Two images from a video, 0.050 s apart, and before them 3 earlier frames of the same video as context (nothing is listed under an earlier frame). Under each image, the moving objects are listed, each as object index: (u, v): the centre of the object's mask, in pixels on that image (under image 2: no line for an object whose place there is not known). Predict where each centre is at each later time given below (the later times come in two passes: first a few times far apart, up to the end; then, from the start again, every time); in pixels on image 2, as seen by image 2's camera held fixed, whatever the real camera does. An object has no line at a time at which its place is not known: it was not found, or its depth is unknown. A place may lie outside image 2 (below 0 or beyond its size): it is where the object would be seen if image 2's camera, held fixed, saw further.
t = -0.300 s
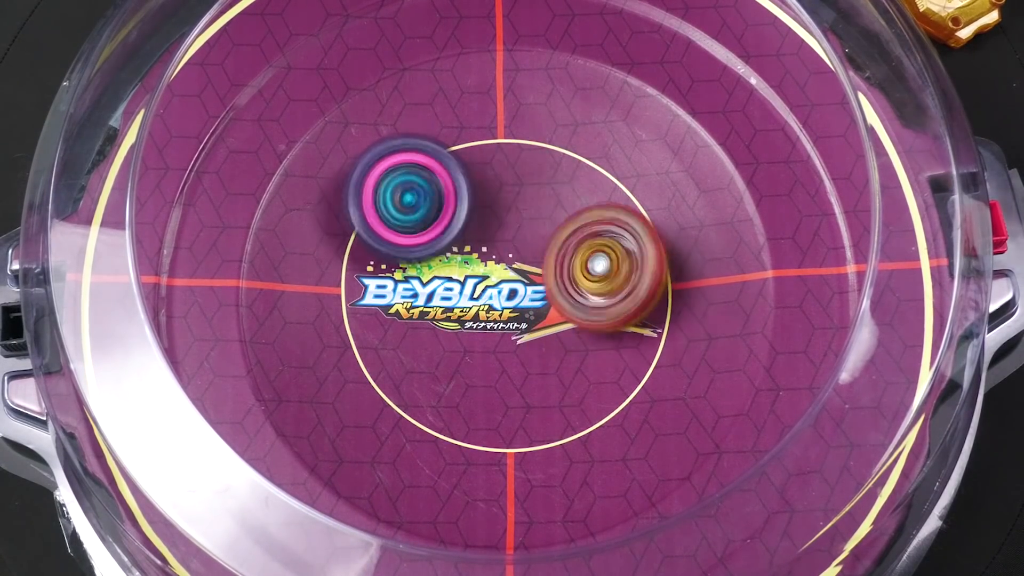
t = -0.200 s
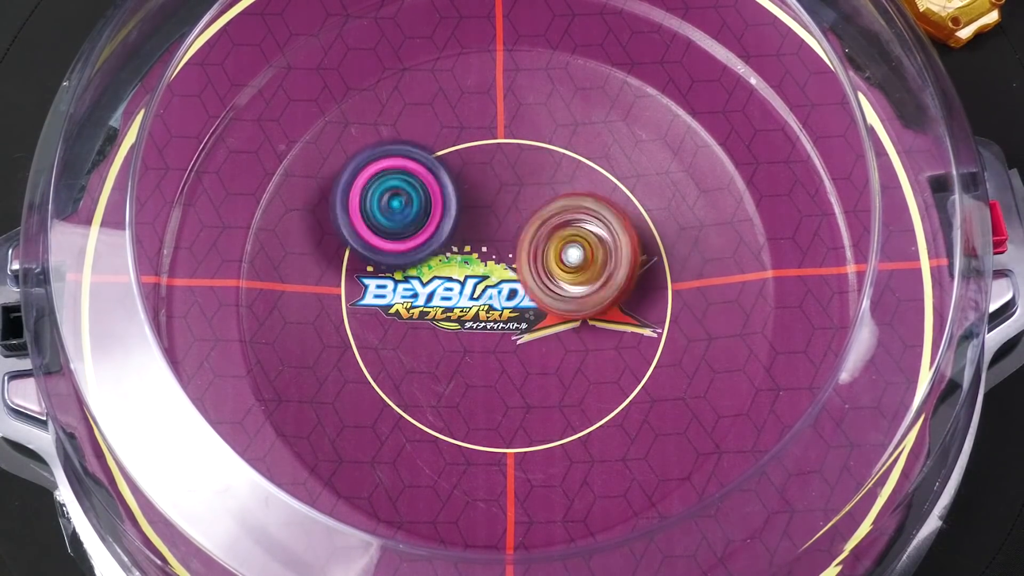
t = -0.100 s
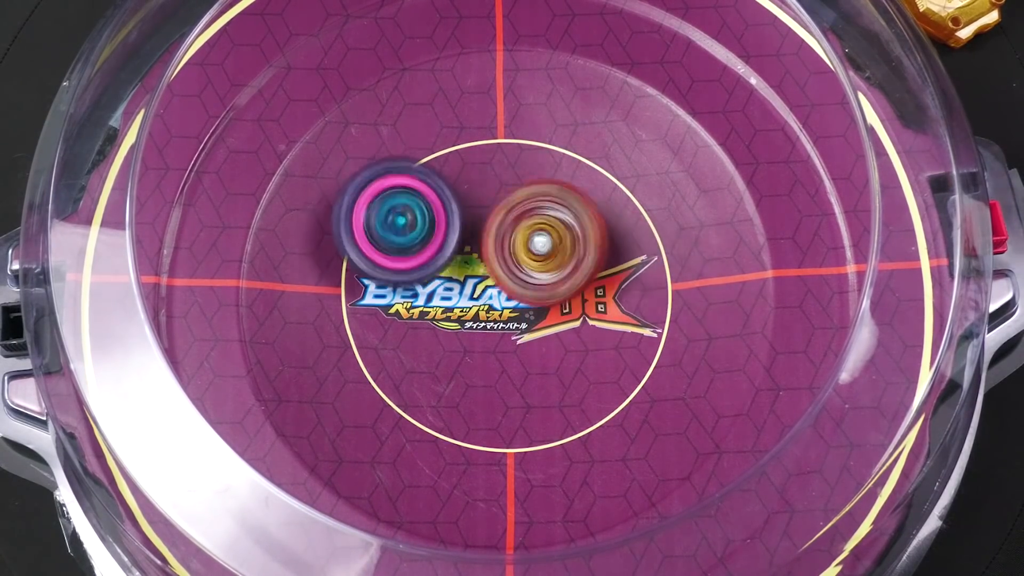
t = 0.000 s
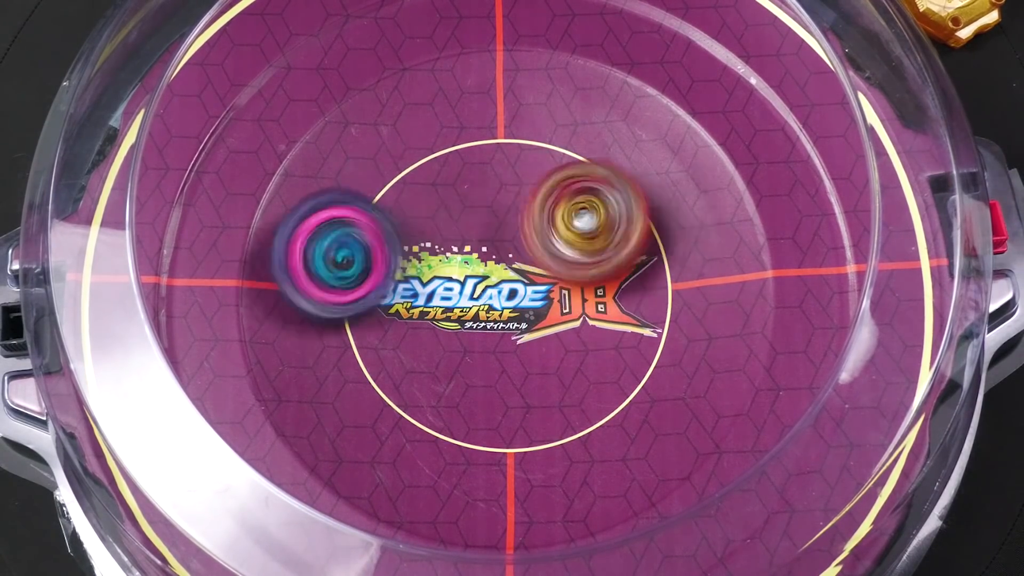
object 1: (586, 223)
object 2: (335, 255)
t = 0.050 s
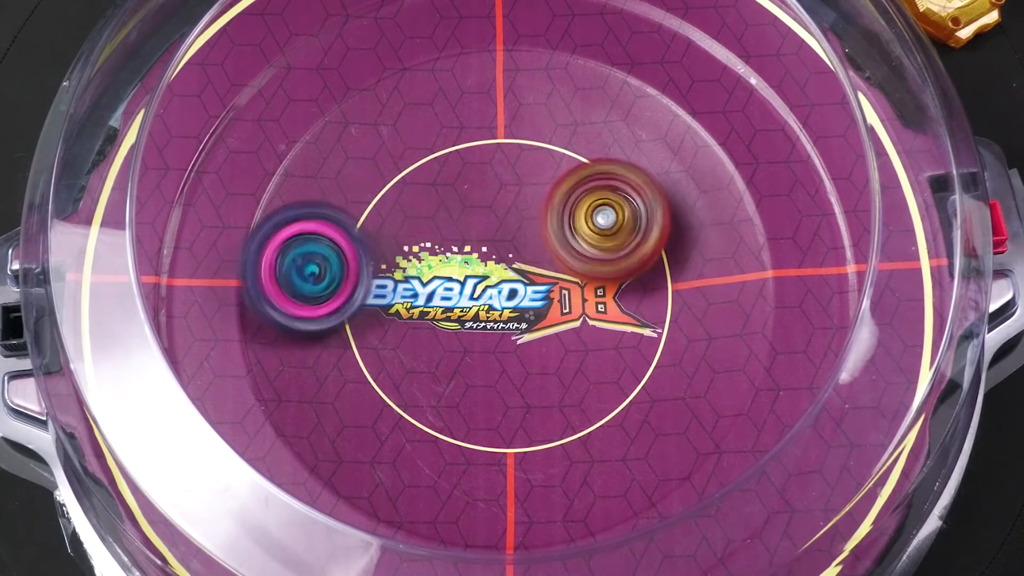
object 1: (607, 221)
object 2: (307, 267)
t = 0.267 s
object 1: (582, 261)
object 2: (284, 319)
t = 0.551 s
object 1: (534, 296)
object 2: (424, 377)
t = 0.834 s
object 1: (539, 264)
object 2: (553, 394)
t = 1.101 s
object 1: (512, 246)
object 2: (625, 327)
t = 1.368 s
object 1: (475, 274)
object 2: (612, 215)
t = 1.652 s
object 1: (491, 298)
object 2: (531, 173)
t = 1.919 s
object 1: (553, 315)
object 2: (465, 161)
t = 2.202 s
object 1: (565, 288)
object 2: (449, 218)
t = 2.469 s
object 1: (586, 295)
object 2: (363, 270)
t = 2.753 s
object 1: (538, 313)
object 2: (430, 350)
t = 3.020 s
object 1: (536, 255)
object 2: (578, 434)
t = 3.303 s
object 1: (520, 268)
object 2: (629, 352)
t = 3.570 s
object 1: (446, 265)
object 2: (602, 206)
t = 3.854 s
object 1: (463, 279)
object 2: (507, 181)
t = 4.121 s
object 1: (514, 281)
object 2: (415, 246)
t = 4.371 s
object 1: (515, 273)
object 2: (437, 334)
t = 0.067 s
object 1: (607, 222)
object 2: (299, 272)
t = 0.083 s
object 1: (608, 223)
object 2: (294, 276)
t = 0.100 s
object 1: (606, 226)
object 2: (288, 280)
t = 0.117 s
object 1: (605, 229)
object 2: (284, 284)
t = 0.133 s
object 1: (603, 231)
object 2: (281, 287)
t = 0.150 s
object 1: (601, 235)
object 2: (278, 291)
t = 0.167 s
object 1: (598, 239)
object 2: (277, 294)
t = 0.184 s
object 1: (597, 242)
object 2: (276, 299)
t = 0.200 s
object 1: (594, 246)
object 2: (276, 303)
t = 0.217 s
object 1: (592, 249)
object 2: (277, 308)
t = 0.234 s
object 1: (589, 254)
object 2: (278, 311)
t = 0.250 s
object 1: (585, 258)
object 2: (280, 315)
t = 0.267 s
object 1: (582, 261)
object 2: (284, 319)
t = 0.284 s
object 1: (579, 266)
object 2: (288, 324)
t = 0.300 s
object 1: (575, 269)
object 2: (293, 329)
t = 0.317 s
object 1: (572, 273)
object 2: (299, 334)
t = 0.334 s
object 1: (568, 276)
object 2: (304, 338)
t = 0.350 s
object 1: (564, 279)
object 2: (310, 341)
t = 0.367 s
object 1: (560, 283)
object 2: (320, 345)
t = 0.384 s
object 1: (555, 287)
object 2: (329, 348)
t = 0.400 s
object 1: (550, 290)
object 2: (339, 351)
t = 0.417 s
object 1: (546, 295)
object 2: (350, 354)
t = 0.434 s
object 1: (540, 298)
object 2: (360, 357)
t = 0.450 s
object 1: (536, 301)
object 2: (371, 358)
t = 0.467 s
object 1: (532, 305)
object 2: (382, 360)
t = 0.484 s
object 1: (526, 308)
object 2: (396, 361)
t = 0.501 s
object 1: (524, 310)
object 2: (408, 363)
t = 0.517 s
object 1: (525, 307)
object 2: (414, 367)
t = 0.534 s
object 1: (530, 302)
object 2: (419, 372)
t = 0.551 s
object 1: (534, 296)
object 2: (424, 377)
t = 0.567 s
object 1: (539, 290)
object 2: (430, 381)
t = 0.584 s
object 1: (543, 284)
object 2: (438, 386)
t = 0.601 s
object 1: (545, 279)
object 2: (445, 389)
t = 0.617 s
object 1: (547, 276)
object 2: (452, 393)
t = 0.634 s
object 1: (547, 274)
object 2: (459, 394)
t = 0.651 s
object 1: (548, 272)
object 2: (468, 397)
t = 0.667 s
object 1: (548, 270)
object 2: (476, 399)
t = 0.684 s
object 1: (548, 270)
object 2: (485, 400)
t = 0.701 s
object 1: (547, 270)
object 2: (491, 400)
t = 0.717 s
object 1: (547, 270)
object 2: (500, 400)
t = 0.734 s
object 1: (546, 270)
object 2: (508, 400)
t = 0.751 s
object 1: (546, 270)
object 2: (517, 400)
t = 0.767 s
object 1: (545, 271)
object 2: (524, 398)
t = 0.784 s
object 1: (545, 271)
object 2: (531, 396)
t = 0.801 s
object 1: (544, 271)
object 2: (540, 393)
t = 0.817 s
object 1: (542, 268)
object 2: (546, 393)
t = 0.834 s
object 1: (539, 264)
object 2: (553, 394)
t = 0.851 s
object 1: (537, 260)
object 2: (560, 393)
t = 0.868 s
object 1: (534, 258)
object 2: (568, 392)
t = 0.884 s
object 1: (532, 256)
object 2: (575, 391)
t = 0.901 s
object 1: (532, 254)
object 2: (581, 388)
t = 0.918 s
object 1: (531, 253)
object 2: (586, 385)
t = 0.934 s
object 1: (529, 252)
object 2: (593, 382)
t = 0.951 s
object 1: (527, 251)
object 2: (598, 378)
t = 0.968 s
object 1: (527, 249)
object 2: (601, 374)
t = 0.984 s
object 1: (526, 248)
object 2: (607, 369)
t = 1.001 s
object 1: (523, 247)
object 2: (611, 363)
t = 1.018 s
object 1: (522, 246)
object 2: (615, 359)
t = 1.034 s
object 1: (520, 246)
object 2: (617, 353)
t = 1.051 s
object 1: (518, 245)
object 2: (620, 347)
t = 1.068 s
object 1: (516, 246)
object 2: (623, 340)
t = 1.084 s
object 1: (514, 246)
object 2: (625, 334)
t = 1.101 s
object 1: (512, 246)
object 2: (625, 327)
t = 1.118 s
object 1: (510, 246)
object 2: (626, 320)
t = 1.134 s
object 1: (507, 247)
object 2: (626, 312)
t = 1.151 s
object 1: (505, 248)
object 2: (625, 305)
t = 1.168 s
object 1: (504, 249)
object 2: (624, 297)
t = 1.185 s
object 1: (502, 250)
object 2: (623, 290)
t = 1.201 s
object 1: (500, 253)
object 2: (621, 282)
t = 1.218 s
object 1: (497, 254)
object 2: (620, 275)
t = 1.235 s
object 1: (493, 255)
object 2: (621, 267)
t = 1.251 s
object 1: (488, 257)
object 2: (622, 259)
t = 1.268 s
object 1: (485, 260)
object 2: (622, 253)
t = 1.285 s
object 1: (483, 263)
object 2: (621, 246)
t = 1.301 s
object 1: (482, 264)
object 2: (621, 238)
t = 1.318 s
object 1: (479, 266)
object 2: (619, 232)
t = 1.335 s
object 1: (477, 268)
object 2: (616, 227)
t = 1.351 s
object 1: (475, 272)
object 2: (614, 220)
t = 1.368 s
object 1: (475, 274)
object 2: (612, 215)
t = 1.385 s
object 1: (473, 276)
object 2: (608, 210)
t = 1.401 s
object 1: (473, 279)
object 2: (605, 204)
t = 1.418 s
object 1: (473, 281)
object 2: (602, 199)
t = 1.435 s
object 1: (473, 283)
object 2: (598, 195)
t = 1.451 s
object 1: (472, 285)
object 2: (593, 191)
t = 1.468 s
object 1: (473, 286)
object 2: (589, 186)
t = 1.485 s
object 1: (473, 288)
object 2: (584, 183)
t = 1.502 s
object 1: (474, 290)
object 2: (580, 181)
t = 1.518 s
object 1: (475, 291)
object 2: (574, 178)
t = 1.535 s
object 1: (476, 292)
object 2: (570, 175)
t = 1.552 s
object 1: (478, 294)
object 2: (564, 174)
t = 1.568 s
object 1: (480, 295)
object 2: (558, 172)
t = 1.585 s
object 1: (481, 295)
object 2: (553, 170)
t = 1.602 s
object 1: (484, 296)
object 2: (548, 171)
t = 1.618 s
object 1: (487, 297)
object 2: (542, 171)
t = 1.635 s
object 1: (490, 298)
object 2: (537, 171)
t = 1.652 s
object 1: (491, 298)
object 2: (531, 173)
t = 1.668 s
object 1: (494, 300)
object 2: (525, 175)
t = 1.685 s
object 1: (498, 301)
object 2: (520, 176)
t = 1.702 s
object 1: (503, 305)
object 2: (515, 178)
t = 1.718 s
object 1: (507, 309)
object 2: (508, 175)
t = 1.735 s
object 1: (513, 314)
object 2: (502, 171)
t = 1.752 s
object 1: (519, 315)
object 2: (498, 169)
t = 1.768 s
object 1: (524, 316)
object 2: (492, 166)
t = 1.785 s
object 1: (527, 316)
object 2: (486, 162)
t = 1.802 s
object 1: (529, 316)
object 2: (483, 161)
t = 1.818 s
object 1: (532, 317)
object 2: (478, 160)
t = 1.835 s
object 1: (536, 319)
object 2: (476, 159)
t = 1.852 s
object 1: (541, 318)
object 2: (473, 159)
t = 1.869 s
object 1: (543, 318)
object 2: (469, 159)
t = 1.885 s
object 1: (547, 317)
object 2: (468, 159)
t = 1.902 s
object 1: (550, 316)
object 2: (466, 160)
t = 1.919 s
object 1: (553, 315)
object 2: (465, 161)
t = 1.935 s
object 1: (554, 313)
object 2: (464, 163)
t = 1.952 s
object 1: (556, 312)
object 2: (463, 165)
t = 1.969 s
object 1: (557, 311)
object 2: (463, 168)
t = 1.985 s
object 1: (559, 309)
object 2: (462, 171)
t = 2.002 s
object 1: (559, 306)
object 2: (463, 173)
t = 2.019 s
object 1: (559, 304)
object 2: (462, 176)
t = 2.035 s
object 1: (559, 303)
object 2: (463, 180)
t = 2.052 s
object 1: (559, 300)
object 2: (464, 185)
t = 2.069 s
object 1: (559, 297)
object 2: (464, 190)
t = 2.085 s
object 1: (557, 295)
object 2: (464, 196)
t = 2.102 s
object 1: (556, 293)
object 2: (465, 202)
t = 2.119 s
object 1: (559, 292)
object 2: (464, 204)
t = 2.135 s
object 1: (563, 292)
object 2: (461, 207)
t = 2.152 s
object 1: (564, 292)
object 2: (457, 210)
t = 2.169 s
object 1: (565, 292)
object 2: (455, 211)
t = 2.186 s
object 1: (565, 290)
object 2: (452, 216)
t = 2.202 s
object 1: (565, 288)
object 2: (449, 218)
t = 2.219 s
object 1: (563, 286)
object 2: (447, 221)
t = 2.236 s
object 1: (558, 286)
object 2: (444, 225)
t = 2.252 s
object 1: (556, 286)
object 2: (442, 229)
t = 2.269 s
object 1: (554, 285)
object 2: (440, 233)
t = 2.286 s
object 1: (556, 285)
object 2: (435, 235)
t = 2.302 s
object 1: (569, 288)
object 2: (422, 240)
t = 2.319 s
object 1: (581, 290)
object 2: (407, 241)
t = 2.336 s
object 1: (589, 289)
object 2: (397, 243)
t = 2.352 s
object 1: (595, 289)
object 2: (386, 246)
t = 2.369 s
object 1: (600, 290)
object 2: (381, 249)
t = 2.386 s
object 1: (602, 292)
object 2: (375, 252)
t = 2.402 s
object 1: (602, 291)
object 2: (372, 255)
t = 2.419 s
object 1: (598, 290)
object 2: (368, 259)
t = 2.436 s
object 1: (594, 291)
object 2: (365, 263)
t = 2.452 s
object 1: (591, 292)
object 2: (365, 266)
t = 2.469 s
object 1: (586, 295)
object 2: (363, 270)
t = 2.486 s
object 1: (582, 297)
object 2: (364, 275)
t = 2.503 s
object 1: (579, 299)
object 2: (365, 280)
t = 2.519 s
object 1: (575, 301)
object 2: (366, 283)
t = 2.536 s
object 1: (572, 302)
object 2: (367, 288)
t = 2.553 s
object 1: (567, 304)
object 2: (370, 293)
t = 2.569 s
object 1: (565, 307)
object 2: (373, 298)
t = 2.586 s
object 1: (562, 308)
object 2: (376, 302)
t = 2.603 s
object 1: (560, 311)
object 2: (381, 308)
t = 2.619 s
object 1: (558, 311)
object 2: (384, 311)
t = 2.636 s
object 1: (553, 312)
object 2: (391, 316)
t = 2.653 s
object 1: (549, 314)
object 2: (395, 321)
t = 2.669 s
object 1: (545, 315)
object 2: (402, 325)
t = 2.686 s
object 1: (541, 318)
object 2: (407, 330)
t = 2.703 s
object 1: (539, 320)
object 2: (414, 333)
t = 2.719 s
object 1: (538, 319)
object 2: (420, 338)
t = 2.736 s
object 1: (537, 317)
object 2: (425, 343)
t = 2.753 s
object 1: (538, 313)
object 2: (430, 350)
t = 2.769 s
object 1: (539, 308)
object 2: (438, 356)
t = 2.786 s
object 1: (540, 303)
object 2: (446, 364)
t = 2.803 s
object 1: (541, 299)
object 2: (458, 371)
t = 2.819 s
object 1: (540, 294)
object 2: (466, 379)
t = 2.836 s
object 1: (539, 289)
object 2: (477, 387)
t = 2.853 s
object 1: (539, 283)
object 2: (486, 398)
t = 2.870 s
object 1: (538, 278)
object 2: (497, 405)
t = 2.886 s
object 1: (537, 274)
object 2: (505, 413)
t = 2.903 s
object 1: (537, 272)
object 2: (517, 418)
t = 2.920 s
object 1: (538, 269)
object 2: (525, 423)
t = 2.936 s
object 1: (538, 265)
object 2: (536, 428)
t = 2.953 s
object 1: (537, 263)
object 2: (544, 429)
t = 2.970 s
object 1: (537, 261)
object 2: (554, 432)
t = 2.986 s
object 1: (538, 258)
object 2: (562, 433)
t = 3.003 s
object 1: (538, 256)
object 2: (570, 434)
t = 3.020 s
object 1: (536, 255)
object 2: (578, 434)
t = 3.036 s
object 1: (534, 254)
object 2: (585, 433)
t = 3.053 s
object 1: (532, 255)
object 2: (593, 431)
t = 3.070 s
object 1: (530, 255)
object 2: (599, 430)
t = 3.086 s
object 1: (529, 254)
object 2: (605, 427)
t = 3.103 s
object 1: (528, 255)
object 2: (609, 424)
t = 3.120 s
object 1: (528, 256)
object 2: (614, 421)
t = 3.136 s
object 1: (528, 257)
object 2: (619, 417)
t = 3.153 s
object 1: (528, 257)
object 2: (621, 412)
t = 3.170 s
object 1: (527, 256)
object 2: (624, 407)
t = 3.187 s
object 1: (527, 254)
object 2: (626, 402)
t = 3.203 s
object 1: (526, 254)
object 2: (629, 395)
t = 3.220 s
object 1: (524, 255)
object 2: (630, 390)
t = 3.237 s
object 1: (523, 257)
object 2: (631, 382)
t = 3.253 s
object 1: (522, 260)
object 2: (631, 376)
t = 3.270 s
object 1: (521, 264)
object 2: (631, 369)
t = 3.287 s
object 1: (521, 266)
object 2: (630, 361)
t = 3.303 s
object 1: (520, 268)
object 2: (629, 352)
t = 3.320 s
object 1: (519, 269)
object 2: (628, 344)
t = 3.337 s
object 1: (517, 269)
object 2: (625, 336)
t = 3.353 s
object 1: (514, 269)
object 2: (621, 327)
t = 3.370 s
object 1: (505, 270)
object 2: (622, 318)
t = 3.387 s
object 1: (495, 274)
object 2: (624, 306)
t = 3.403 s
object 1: (485, 278)
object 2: (626, 295)
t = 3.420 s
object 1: (477, 279)
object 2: (626, 287)
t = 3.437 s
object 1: (469, 280)
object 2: (625, 275)
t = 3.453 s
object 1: (462, 279)
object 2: (625, 263)
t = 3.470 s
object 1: (457, 278)
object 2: (623, 255)
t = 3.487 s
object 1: (454, 274)
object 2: (620, 246)
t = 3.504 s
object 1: (452, 272)
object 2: (618, 236)
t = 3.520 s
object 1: (449, 270)
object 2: (615, 227)
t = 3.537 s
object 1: (449, 268)
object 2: (611, 220)
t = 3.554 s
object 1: (447, 267)
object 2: (607, 214)
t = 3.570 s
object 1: (446, 265)
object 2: (602, 206)
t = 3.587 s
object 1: (446, 263)
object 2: (596, 201)
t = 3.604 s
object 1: (446, 262)
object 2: (591, 195)
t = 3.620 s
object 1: (446, 260)
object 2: (587, 190)
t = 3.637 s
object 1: (446, 260)
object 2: (580, 185)
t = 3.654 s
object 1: (447, 259)
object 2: (574, 182)
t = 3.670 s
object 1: (446, 260)
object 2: (570, 179)
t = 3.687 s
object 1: (446, 260)
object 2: (564, 177)
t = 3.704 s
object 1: (446, 262)
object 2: (557, 176)
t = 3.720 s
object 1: (446, 264)
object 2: (553, 175)
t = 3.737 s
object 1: (447, 266)
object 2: (547, 172)
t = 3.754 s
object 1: (448, 268)
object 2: (539, 173)
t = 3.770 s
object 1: (450, 270)
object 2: (535, 175)
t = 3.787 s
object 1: (452, 272)
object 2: (530, 175)
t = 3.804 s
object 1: (454, 274)
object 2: (524, 176)
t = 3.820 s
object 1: (456, 275)
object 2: (519, 178)
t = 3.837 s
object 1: (460, 277)
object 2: (513, 179)
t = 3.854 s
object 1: (463, 279)
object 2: (507, 181)
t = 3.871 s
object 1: (467, 280)
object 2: (502, 183)
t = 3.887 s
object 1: (472, 282)
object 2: (495, 186)
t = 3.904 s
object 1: (477, 285)
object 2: (489, 187)
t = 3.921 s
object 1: (484, 291)
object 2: (483, 189)
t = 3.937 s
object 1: (490, 294)
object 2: (474, 191)
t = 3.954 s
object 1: (495, 295)
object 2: (467, 193)
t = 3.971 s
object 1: (499, 295)
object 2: (462, 196)
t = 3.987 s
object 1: (501, 294)
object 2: (457, 198)
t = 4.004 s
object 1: (502, 293)
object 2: (450, 203)
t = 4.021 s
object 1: (503, 291)
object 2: (444, 208)
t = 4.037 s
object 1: (504, 290)
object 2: (439, 212)
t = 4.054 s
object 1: (505, 288)
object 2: (433, 218)
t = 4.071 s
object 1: (508, 287)
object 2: (428, 225)
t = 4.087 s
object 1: (510, 286)
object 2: (425, 232)
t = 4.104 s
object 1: (512, 284)
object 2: (420, 239)
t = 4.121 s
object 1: (514, 281)
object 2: (415, 246)
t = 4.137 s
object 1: (513, 278)
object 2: (412, 256)
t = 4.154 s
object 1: (514, 276)
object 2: (412, 263)
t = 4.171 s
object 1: (514, 274)
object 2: (410, 268)
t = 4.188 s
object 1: (513, 272)
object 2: (407, 278)
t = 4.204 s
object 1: (514, 272)
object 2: (407, 283)
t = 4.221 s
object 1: (514, 272)
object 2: (409, 289)
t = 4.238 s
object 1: (514, 273)
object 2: (410, 293)
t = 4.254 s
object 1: (514, 274)
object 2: (410, 299)
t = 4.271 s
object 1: (515, 275)
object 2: (412, 304)
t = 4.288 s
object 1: (515, 275)
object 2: (415, 307)
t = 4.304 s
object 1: (514, 276)
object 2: (416, 311)
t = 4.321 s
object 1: (515, 276)
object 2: (419, 317)
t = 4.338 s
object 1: (515, 276)
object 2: (425, 325)
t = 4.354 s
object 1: (515, 274)
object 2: (430, 329)
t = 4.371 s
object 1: (515, 273)
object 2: (437, 334)
